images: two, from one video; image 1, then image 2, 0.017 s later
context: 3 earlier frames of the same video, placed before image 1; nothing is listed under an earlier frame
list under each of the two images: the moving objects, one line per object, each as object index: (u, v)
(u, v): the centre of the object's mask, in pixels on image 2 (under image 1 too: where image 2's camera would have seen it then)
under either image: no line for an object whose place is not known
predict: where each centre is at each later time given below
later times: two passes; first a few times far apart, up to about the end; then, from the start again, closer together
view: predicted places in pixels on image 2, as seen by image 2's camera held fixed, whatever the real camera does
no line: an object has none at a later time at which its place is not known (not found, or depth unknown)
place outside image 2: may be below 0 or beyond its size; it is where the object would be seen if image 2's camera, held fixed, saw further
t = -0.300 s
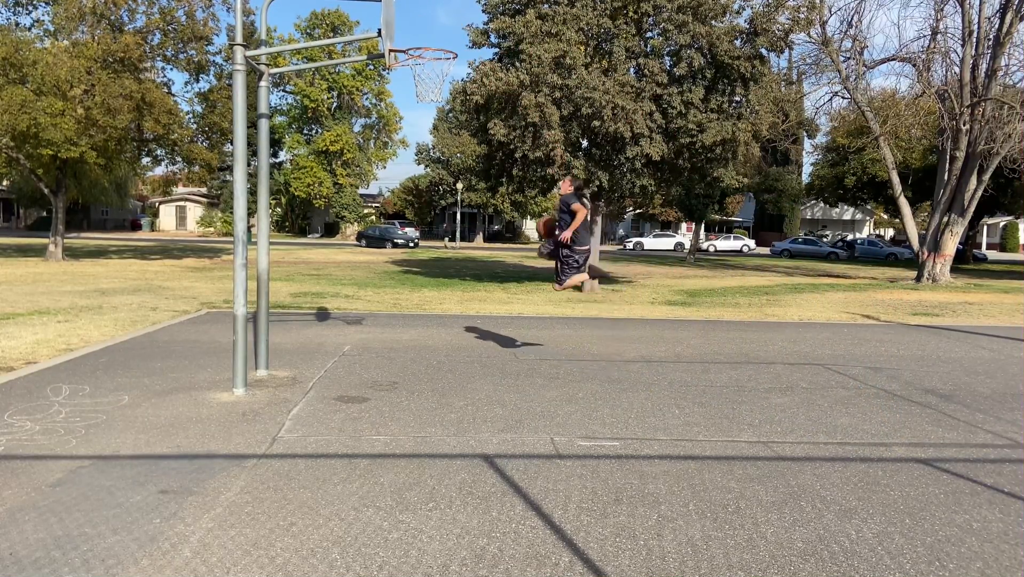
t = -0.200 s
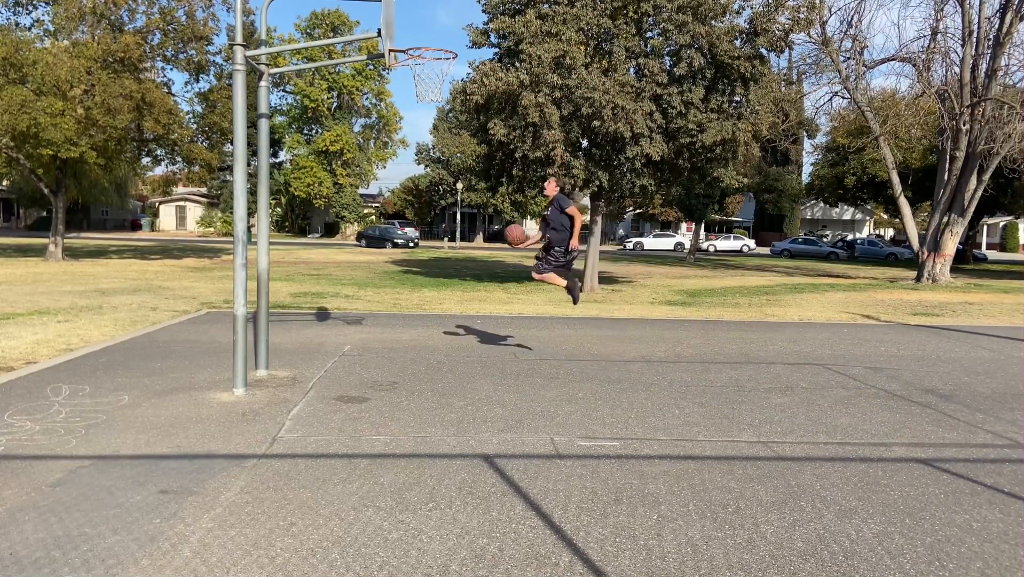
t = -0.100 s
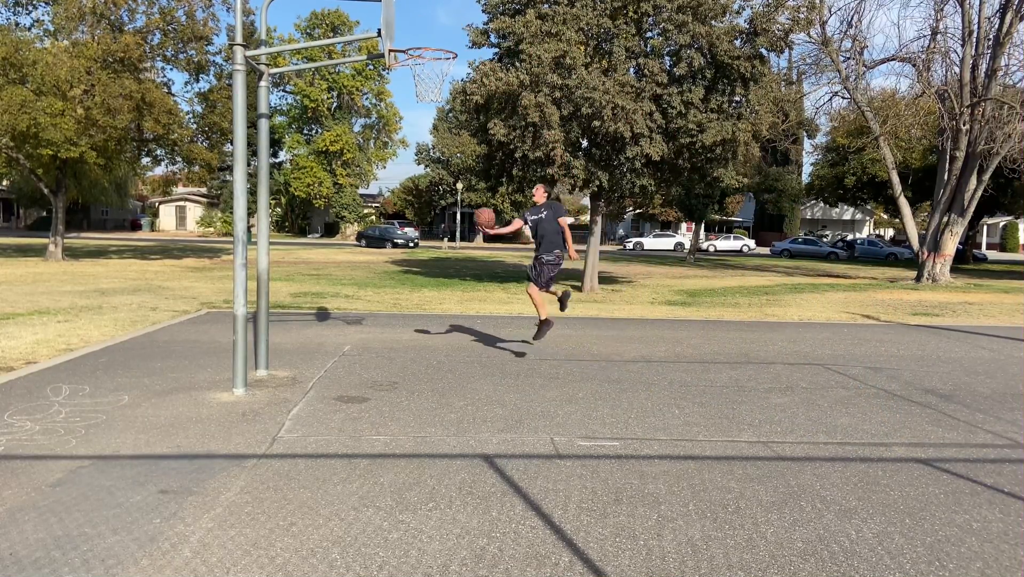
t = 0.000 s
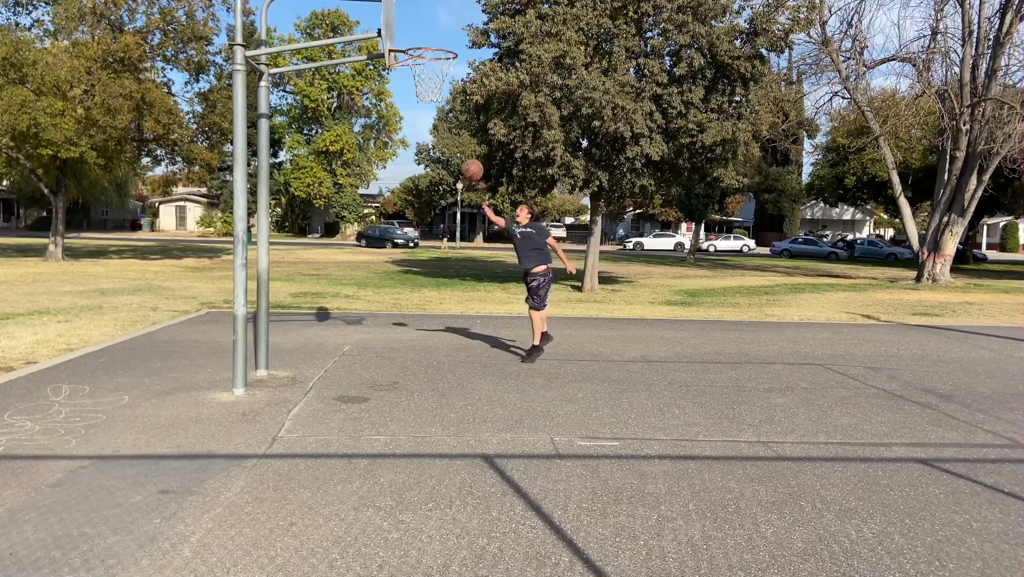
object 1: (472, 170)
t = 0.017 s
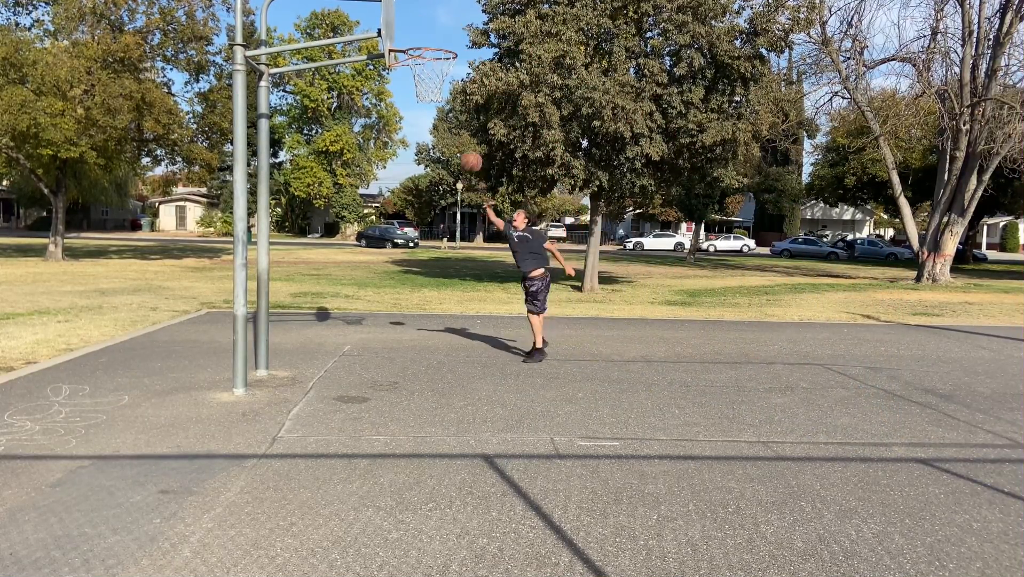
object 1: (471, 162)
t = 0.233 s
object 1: (454, 75)
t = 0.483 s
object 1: (433, 24)
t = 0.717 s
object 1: (410, 34)
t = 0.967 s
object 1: (416, 19)
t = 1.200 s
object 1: (434, 53)
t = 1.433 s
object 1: (437, 120)
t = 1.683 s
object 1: (436, 238)
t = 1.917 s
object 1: (432, 348)
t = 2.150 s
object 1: (416, 236)
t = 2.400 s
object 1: (398, 175)
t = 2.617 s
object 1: (380, 173)
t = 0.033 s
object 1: (470, 154)
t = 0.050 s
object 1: (468, 147)
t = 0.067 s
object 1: (467, 139)
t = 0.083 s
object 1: (466, 131)
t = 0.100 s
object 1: (465, 124)
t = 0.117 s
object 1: (463, 117)
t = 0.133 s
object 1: (462, 110)
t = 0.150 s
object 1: (461, 104)
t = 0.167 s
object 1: (459, 97)
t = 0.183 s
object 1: (459, 91)
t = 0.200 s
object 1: (457, 86)
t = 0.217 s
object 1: (456, 81)
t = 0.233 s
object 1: (454, 75)
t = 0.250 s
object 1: (453, 70)
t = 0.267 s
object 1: (452, 66)
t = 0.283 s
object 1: (450, 60)
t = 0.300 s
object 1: (449, 55)
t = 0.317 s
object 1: (447, 51)
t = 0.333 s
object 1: (446, 48)
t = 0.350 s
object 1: (445, 44)
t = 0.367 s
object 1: (443, 40)
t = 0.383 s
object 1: (442, 37)
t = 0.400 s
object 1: (440, 34)
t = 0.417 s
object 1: (439, 32)
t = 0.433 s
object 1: (437, 30)
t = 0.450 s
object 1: (436, 27)
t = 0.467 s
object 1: (434, 26)
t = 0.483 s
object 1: (433, 24)
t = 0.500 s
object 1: (431, 23)
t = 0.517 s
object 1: (430, 22)
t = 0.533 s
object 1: (428, 21)
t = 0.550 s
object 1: (427, 21)
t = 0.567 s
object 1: (425, 21)
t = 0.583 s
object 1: (423, 21)
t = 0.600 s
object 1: (422, 22)
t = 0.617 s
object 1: (420, 22)
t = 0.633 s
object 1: (418, 23)
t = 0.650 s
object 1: (417, 25)
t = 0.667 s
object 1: (415, 26)
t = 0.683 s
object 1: (413, 29)
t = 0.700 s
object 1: (412, 31)
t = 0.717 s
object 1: (410, 34)
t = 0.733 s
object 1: (408, 36)
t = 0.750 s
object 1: (407, 39)
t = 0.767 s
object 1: (405, 37)
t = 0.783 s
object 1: (403, 33)
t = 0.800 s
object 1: (402, 30)
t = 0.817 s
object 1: (404, 27)
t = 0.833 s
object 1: (405, 25)
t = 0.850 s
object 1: (406, 23)
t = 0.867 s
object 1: (408, 22)
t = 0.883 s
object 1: (409, 21)
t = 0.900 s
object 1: (410, 20)
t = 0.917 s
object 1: (412, 19)
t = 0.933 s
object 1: (413, 19)
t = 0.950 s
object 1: (414, 19)
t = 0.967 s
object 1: (416, 19)
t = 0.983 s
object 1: (417, 19)
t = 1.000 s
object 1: (419, 20)
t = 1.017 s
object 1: (420, 22)
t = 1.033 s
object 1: (421, 23)
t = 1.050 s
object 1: (423, 25)
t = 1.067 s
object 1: (424, 27)
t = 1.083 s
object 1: (425, 29)
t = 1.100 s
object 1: (427, 32)
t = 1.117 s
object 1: (428, 35)
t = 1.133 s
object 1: (430, 37)
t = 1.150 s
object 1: (431, 42)
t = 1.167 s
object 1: (432, 46)
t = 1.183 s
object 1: (433, 50)
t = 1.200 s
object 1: (434, 53)
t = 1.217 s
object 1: (434, 58)
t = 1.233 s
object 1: (435, 62)
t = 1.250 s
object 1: (436, 65)
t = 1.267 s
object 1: (437, 70)
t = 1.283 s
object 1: (437, 75)
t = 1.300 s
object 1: (438, 79)
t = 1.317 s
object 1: (438, 85)
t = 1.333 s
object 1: (437, 88)
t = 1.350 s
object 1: (438, 93)
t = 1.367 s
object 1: (437, 97)
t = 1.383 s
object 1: (438, 103)
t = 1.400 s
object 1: (438, 108)
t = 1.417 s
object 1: (437, 114)
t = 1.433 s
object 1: (437, 120)
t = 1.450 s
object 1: (437, 126)
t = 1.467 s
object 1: (437, 132)
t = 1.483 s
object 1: (437, 139)
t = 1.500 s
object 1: (437, 146)
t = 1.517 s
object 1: (437, 153)
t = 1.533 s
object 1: (437, 161)
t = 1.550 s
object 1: (437, 169)
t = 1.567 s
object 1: (437, 176)
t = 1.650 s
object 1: (436, 219)
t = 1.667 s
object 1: (436, 229)
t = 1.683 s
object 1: (436, 238)
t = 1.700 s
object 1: (436, 248)
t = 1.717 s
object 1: (435, 258)
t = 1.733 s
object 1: (436, 268)
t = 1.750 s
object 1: (435, 279)
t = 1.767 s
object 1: (435, 290)
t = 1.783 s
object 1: (435, 301)
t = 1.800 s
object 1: (435, 312)
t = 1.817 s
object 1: (435, 323)
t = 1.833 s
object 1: (435, 335)
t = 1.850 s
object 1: (435, 347)
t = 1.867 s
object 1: (434, 358)
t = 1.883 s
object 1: (434, 368)
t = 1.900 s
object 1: (433, 358)
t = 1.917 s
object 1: (432, 348)
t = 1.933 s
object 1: (431, 338)
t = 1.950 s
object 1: (430, 329)
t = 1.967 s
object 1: (429, 319)
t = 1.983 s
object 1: (428, 310)
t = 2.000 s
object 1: (427, 301)
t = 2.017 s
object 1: (426, 293)
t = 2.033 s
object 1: (424, 285)
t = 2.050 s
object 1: (424, 277)
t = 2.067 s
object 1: (423, 269)
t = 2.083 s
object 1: (422, 262)
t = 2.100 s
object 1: (421, 255)
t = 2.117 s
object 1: (419, 248)
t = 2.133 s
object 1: (418, 242)
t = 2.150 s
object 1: (416, 236)
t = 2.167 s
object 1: (415, 229)
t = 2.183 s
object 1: (414, 224)
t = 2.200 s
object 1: (413, 218)
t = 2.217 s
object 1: (412, 214)
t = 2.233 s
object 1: (411, 209)
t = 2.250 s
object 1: (409, 204)
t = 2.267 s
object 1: (408, 199)
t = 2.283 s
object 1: (407, 196)
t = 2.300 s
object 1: (406, 192)
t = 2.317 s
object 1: (404, 188)
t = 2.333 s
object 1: (403, 186)
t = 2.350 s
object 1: (402, 183)
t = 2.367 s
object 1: (400, 180)
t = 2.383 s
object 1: (399, 177)
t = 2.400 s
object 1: (398, 175)
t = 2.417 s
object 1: (396, 173)
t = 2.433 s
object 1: (395, 172)
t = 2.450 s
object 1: (394, 171)
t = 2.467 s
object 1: (392, 170)
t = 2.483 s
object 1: (391, 169)
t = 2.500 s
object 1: (390, 169)
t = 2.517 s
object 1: (388, 168)
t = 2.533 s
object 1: (387, 169)
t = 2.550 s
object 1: (386, 169)
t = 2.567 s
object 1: (385, 169)
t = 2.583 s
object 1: (383, 170)
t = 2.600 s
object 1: (382, 171)
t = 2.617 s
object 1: (380, 173)
